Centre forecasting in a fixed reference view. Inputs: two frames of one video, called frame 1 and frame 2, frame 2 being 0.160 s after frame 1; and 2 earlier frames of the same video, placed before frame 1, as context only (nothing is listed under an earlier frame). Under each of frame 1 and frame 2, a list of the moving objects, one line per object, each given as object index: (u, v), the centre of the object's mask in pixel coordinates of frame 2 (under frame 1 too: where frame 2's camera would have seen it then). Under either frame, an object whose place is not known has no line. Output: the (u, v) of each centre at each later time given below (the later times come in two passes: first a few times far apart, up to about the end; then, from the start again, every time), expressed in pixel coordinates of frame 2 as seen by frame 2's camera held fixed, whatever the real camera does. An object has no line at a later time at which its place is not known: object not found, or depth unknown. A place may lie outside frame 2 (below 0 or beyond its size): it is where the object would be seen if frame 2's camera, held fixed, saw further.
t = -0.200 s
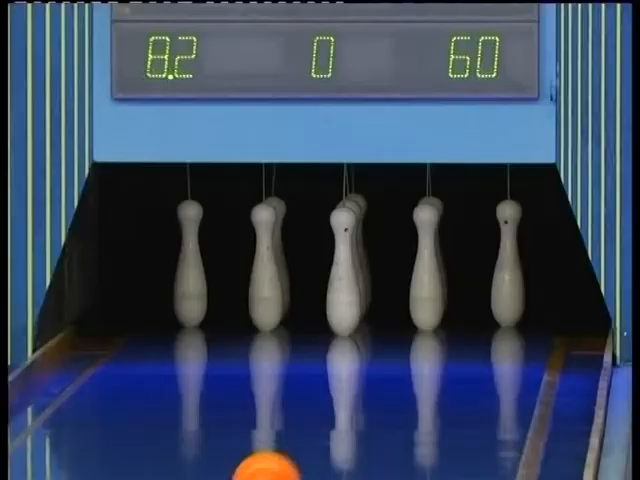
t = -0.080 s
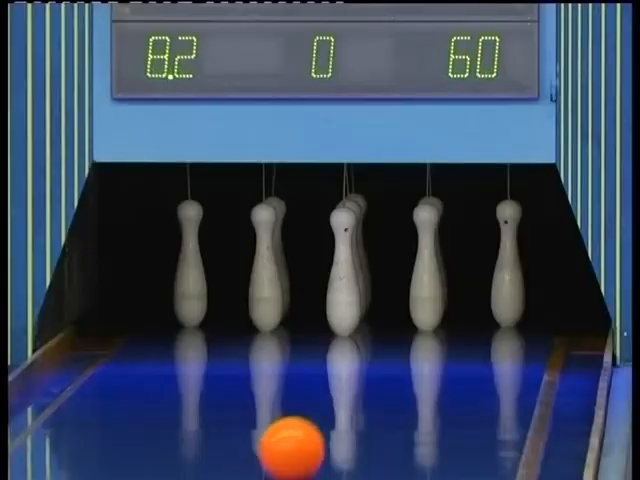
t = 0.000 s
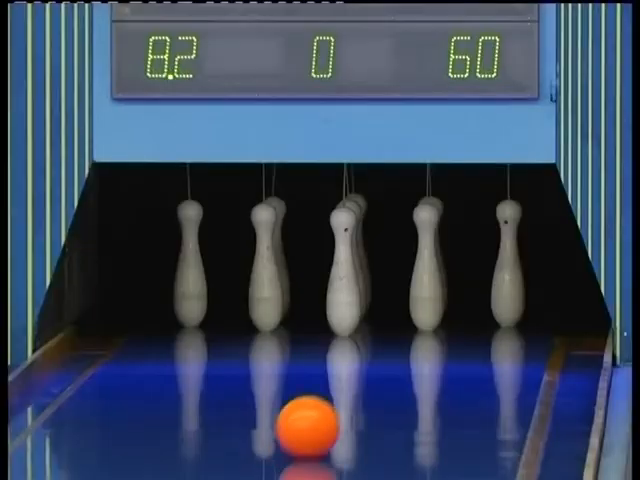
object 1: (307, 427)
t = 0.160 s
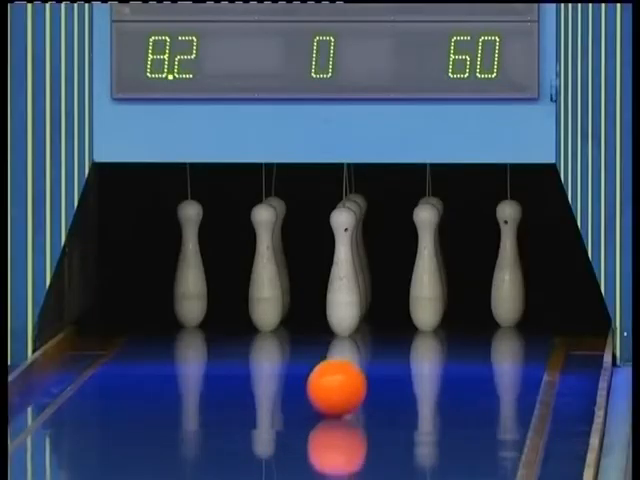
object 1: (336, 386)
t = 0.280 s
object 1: (356, 359)
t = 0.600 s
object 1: (382, 303)
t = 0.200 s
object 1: (343, 377)
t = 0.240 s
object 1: (350, 367)
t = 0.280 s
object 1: (356, 359)
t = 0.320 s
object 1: (363, 351)
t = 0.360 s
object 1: (369, 342)
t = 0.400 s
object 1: (375, 334)
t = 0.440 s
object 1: (380, 327)
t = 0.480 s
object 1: (386, 321)
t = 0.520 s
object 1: (391, 315)
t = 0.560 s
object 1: (396, 308)
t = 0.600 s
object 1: (382, 303)
